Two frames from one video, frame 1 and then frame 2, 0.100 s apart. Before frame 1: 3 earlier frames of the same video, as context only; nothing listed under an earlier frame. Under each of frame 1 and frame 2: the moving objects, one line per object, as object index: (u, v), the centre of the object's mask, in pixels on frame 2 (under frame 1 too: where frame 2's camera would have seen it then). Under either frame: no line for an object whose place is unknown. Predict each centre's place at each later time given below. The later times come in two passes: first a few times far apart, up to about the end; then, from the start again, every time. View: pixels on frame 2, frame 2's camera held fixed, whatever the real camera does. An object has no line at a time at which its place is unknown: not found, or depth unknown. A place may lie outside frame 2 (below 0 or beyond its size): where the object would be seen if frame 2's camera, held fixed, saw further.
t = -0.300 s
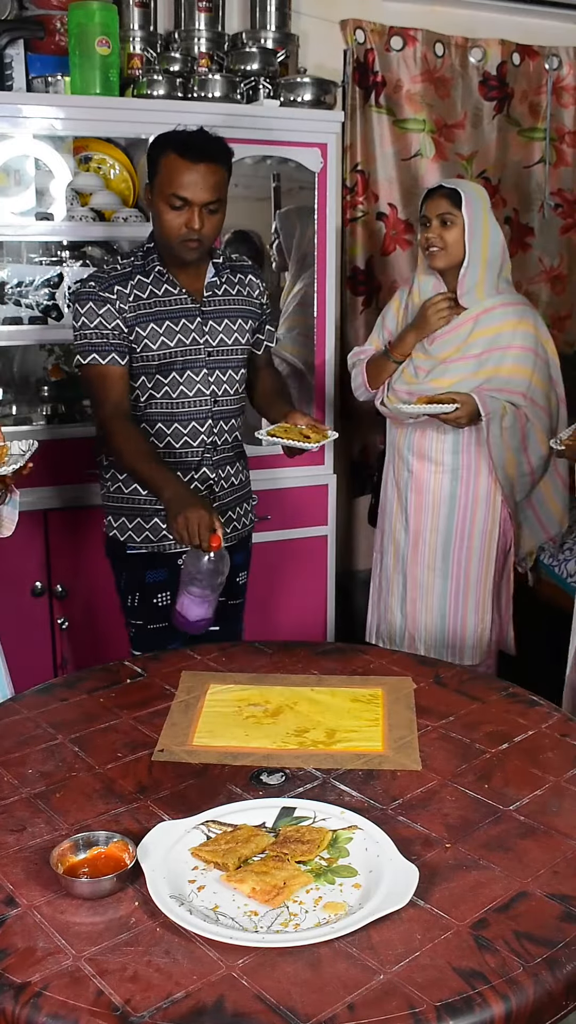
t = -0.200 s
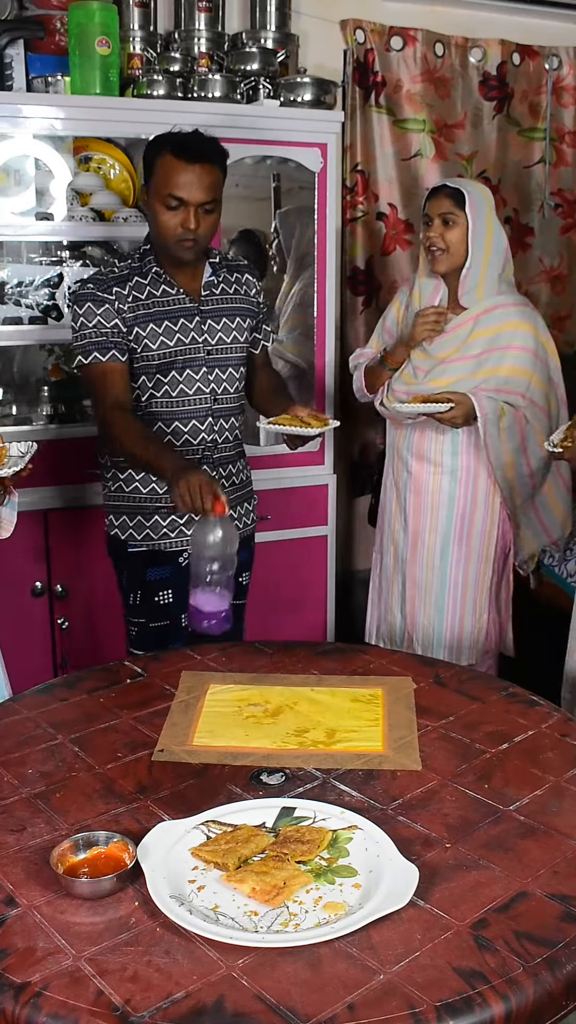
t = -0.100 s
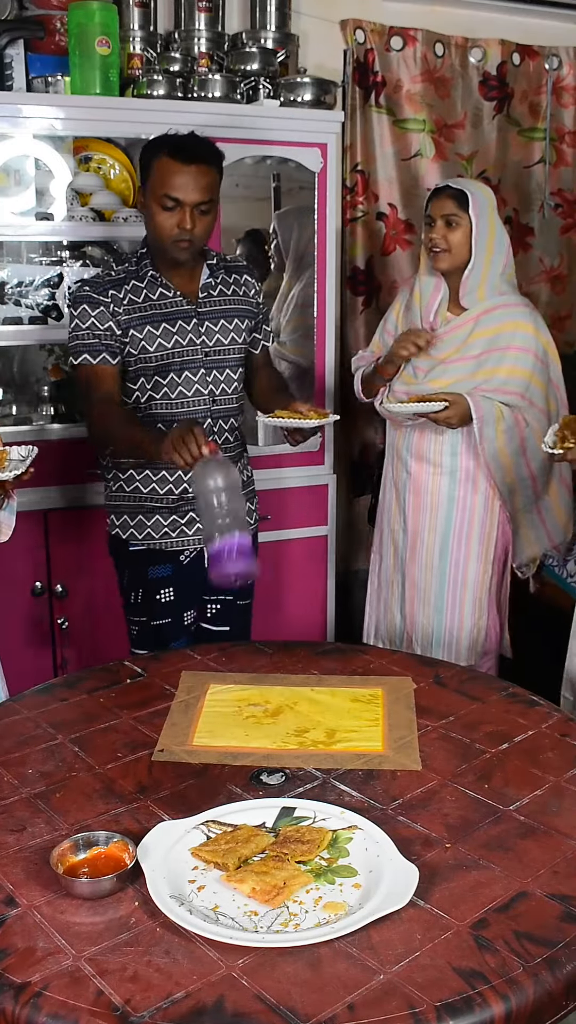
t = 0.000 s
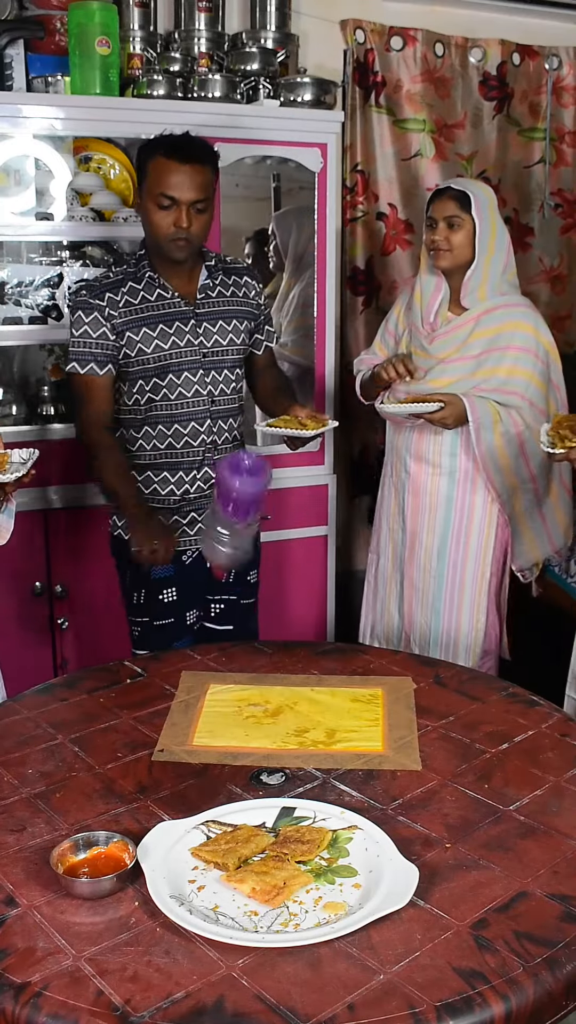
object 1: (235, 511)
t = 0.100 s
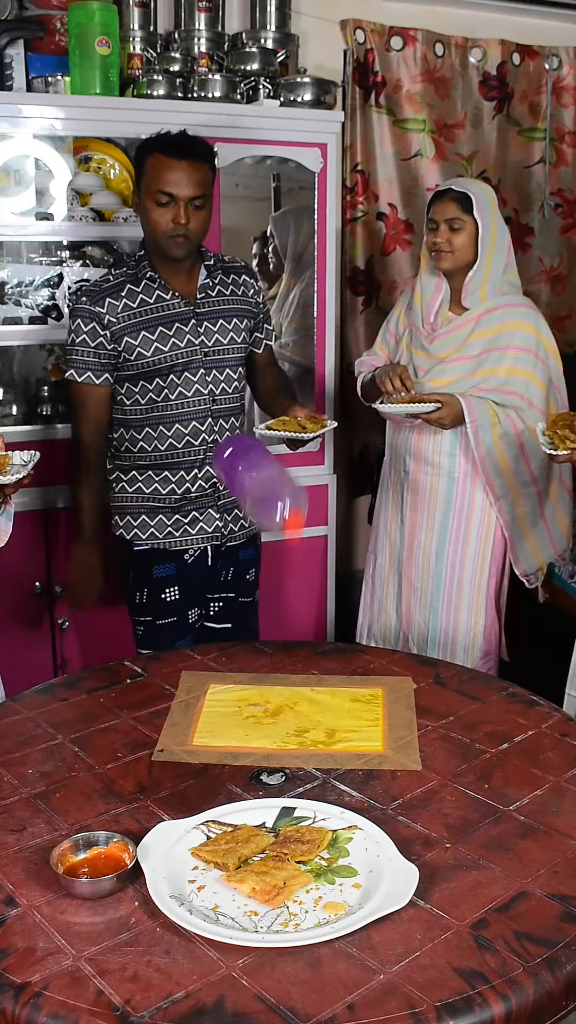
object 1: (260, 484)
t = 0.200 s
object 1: (263, 495)
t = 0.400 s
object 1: (263, 660)
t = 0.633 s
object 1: (244, 705)
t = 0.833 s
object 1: (222, 710)
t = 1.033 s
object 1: (200, 714)
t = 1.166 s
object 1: (184, 717)
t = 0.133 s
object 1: (263, 474)
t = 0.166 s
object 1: (264, 477)
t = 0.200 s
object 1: (263, 495)
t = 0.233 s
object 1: (264, 522)
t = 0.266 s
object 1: (266, 560)
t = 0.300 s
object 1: (269, 604)
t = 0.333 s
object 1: (270, 644)
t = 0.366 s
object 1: (266, 650)
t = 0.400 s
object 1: (263, 660)
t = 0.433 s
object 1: (262, 675)
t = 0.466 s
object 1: (265, 696)
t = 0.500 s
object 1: (262, 696)
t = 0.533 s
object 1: (259, 701)
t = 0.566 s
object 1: (254, 703)
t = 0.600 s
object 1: (251, 703)
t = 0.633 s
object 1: (244, 705)
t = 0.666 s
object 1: (241, 705)
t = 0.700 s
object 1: (240, 706)
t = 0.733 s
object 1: (236, 707)
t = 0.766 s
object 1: (232, 708)
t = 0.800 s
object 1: (230, 708)
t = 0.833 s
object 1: (222, 710)
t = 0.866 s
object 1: (217, 711)
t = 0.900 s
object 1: (215, 712)
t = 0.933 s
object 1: (209, 713)
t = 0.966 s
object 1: (208, 713)
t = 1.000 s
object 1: (205, 713)
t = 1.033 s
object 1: (200, 714)
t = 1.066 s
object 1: (197, 715)
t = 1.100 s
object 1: (192, 715)
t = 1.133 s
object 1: (186, 717)
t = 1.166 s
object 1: (184, 717)
